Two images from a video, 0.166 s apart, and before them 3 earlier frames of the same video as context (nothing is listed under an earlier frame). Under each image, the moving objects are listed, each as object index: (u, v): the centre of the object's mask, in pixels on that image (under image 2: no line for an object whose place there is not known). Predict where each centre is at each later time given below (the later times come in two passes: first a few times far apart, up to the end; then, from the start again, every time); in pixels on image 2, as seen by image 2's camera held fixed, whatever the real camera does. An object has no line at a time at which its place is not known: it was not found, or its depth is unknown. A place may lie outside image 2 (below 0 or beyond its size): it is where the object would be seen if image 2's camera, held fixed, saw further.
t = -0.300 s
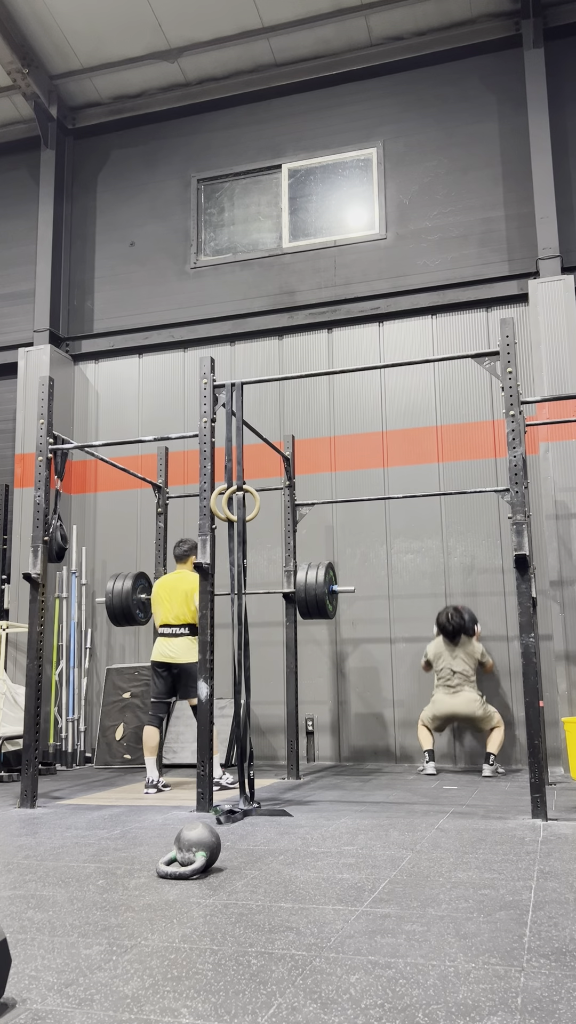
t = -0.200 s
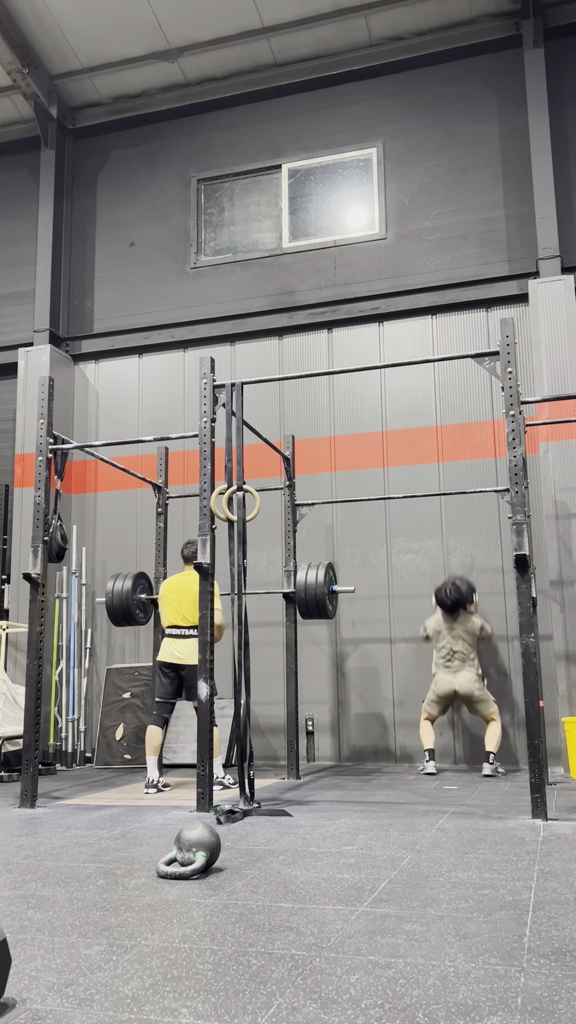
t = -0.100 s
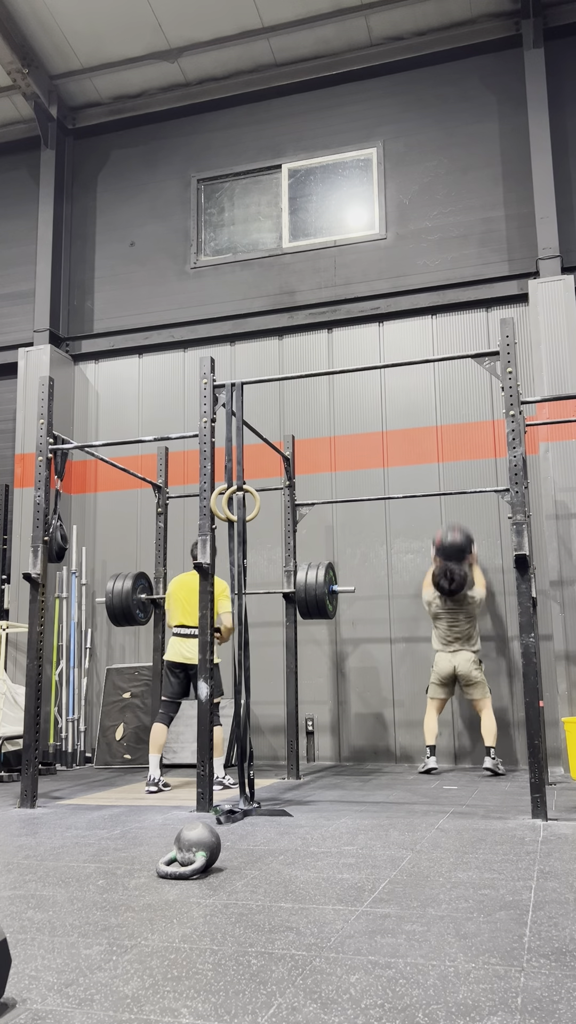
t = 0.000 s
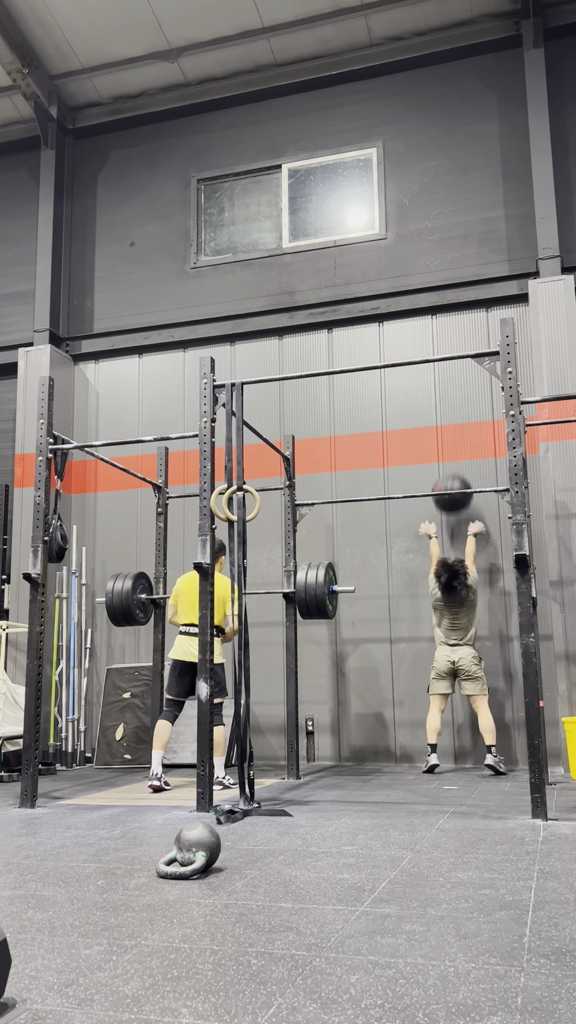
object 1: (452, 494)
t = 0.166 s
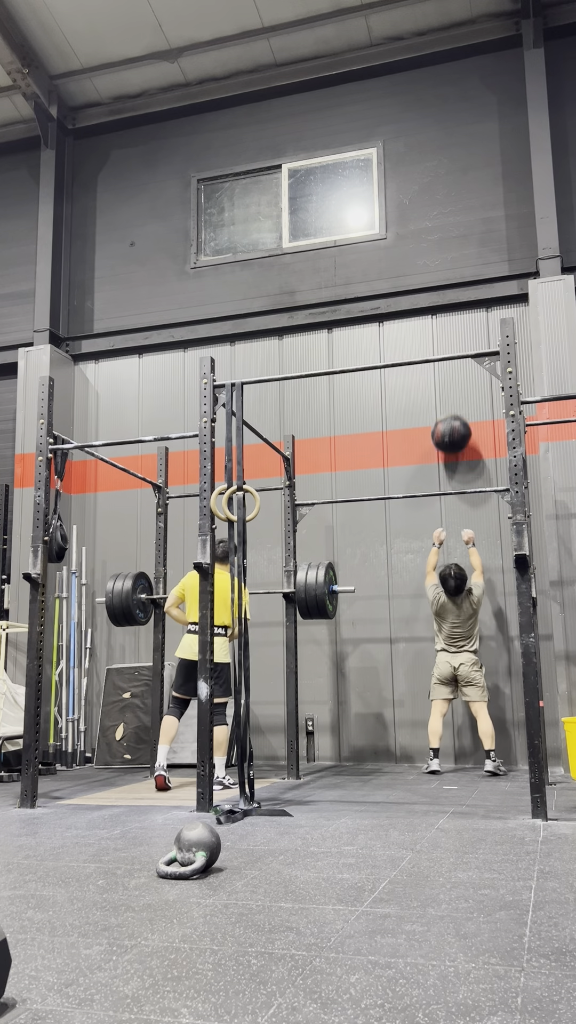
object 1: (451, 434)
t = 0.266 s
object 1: (452, 413)
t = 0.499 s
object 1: (454, 406)
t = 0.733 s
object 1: (458, 455)
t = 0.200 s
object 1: (451, 426)
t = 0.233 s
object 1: (451, 419)
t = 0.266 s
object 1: (452, 413)
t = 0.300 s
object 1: (452, 409)
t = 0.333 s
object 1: (452, 406)
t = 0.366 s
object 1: (452, 404)
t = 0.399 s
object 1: (452, 403)
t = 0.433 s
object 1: (453, 404)
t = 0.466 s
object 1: (453, 404)
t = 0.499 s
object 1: (454, 406)
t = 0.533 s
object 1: (454, 410)
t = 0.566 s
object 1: (454, 414)
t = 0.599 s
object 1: (455, 420)
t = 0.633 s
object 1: (456, 427)
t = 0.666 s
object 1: (456, 435)
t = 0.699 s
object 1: (457, 445)
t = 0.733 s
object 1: (458, 455)
